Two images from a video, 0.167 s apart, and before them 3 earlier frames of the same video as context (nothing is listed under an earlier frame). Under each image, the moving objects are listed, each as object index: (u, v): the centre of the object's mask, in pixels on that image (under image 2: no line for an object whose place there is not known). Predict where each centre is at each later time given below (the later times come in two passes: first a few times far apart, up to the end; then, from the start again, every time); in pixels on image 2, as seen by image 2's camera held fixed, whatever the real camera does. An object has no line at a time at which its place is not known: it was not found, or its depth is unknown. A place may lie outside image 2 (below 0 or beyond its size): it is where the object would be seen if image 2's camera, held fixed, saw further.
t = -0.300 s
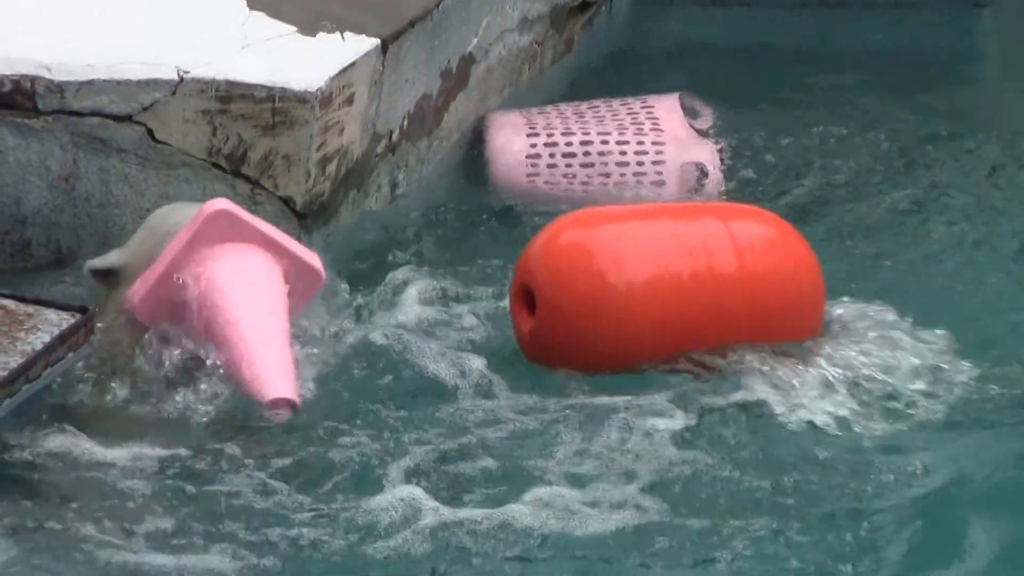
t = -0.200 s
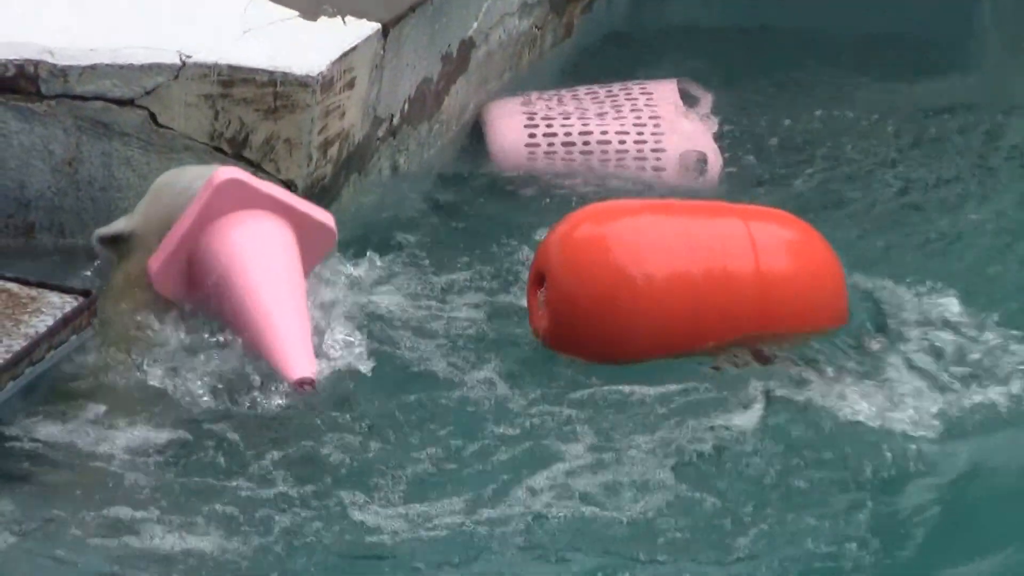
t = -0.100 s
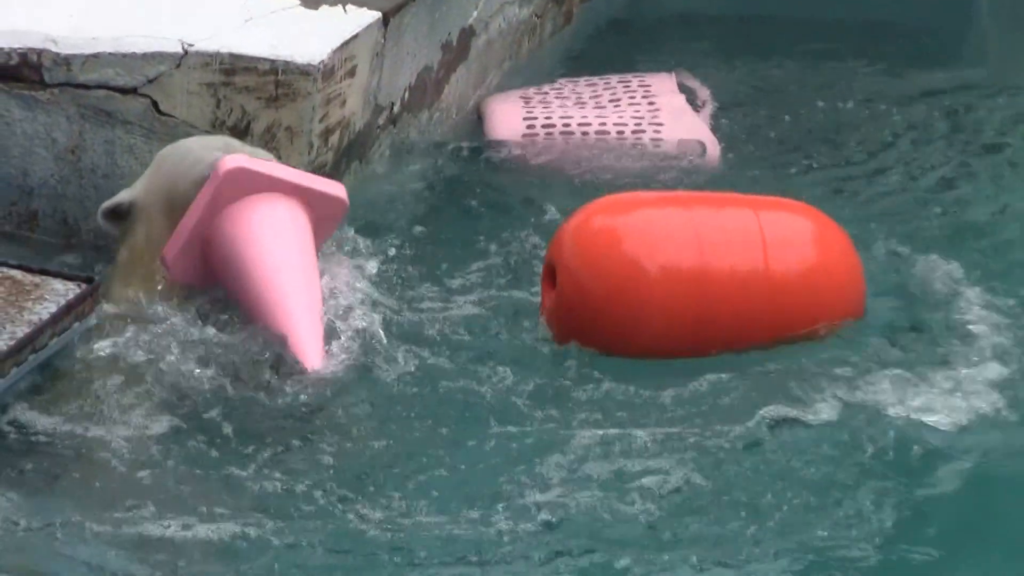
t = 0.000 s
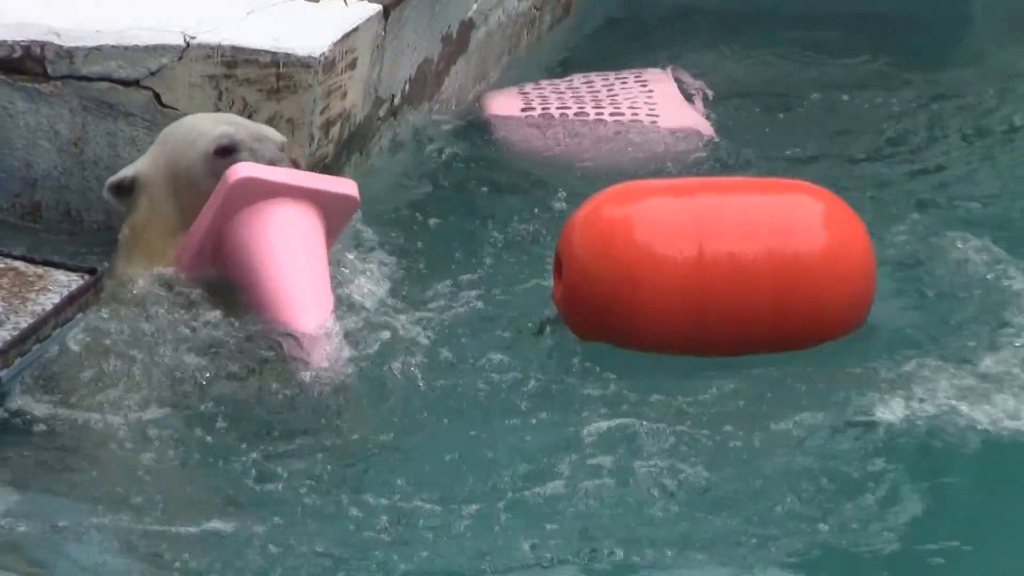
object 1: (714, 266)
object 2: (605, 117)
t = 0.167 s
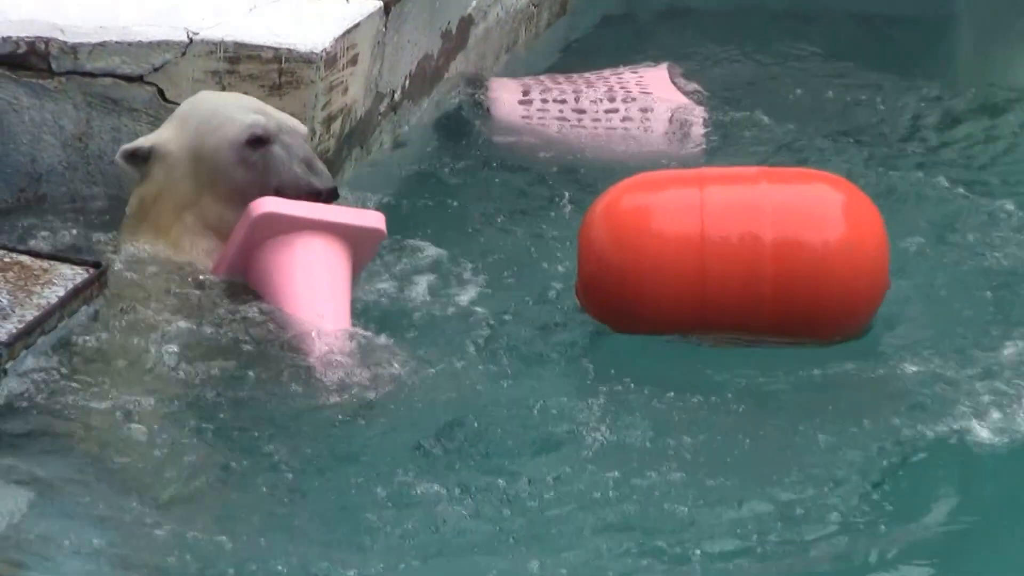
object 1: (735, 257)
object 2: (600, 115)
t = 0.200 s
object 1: (738, 256)
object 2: (595, 113)
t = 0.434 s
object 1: (767, 256)
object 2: (593, 106)
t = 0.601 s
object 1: (794, 264)
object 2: (602, 104)
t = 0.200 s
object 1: (738, 256)
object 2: (595, 113)
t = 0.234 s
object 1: (740, 252)
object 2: (593, 112)
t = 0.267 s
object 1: (744, 253)
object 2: (592, 110)
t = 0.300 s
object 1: (747, 253)
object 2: (591, 109)
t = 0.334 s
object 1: (751, 254)
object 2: (591, 108)
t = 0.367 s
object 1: (756, 254)
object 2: (591, 107)
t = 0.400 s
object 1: (762, 255)
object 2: (593, 106)
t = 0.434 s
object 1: (767, 256)
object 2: (593, 106)
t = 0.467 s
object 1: (773, 258)
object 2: (594, 106)
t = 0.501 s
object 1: (779, 259)
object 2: (598, 105)
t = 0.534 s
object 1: (784, 261)
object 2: (600, 104)
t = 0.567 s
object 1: (789, 262)
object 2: (602, 104)
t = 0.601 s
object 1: (794, 264)
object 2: (602, 104)
